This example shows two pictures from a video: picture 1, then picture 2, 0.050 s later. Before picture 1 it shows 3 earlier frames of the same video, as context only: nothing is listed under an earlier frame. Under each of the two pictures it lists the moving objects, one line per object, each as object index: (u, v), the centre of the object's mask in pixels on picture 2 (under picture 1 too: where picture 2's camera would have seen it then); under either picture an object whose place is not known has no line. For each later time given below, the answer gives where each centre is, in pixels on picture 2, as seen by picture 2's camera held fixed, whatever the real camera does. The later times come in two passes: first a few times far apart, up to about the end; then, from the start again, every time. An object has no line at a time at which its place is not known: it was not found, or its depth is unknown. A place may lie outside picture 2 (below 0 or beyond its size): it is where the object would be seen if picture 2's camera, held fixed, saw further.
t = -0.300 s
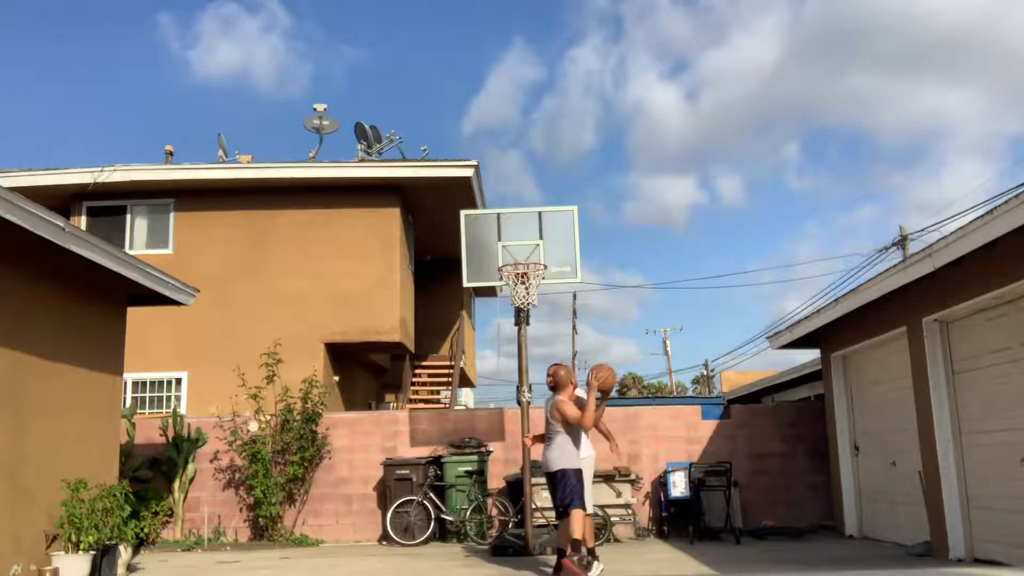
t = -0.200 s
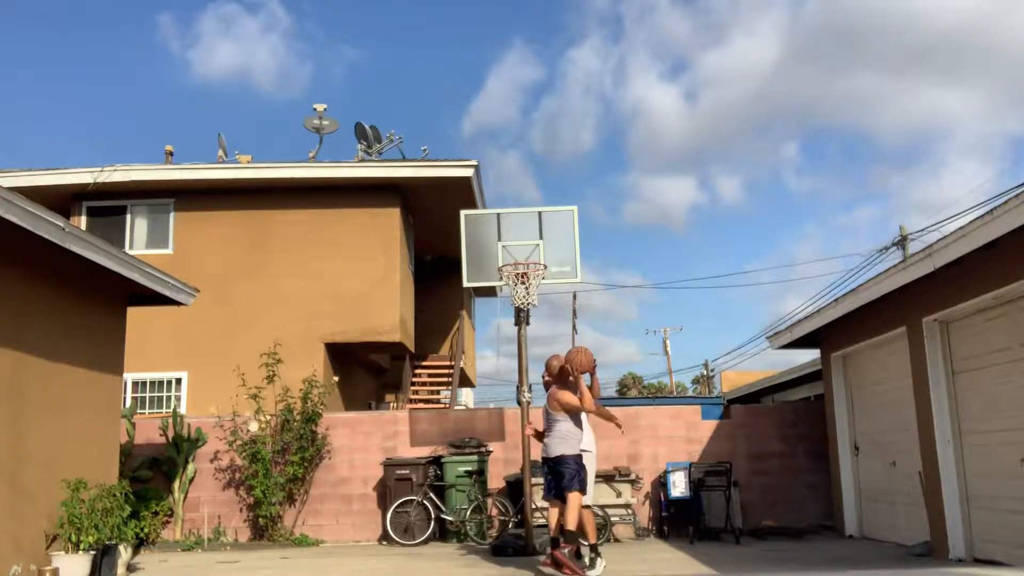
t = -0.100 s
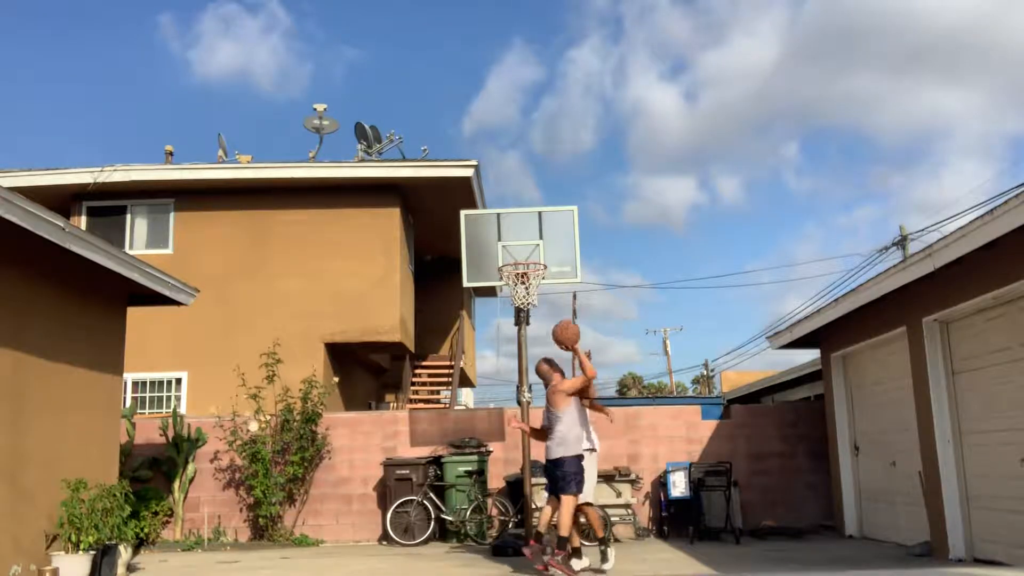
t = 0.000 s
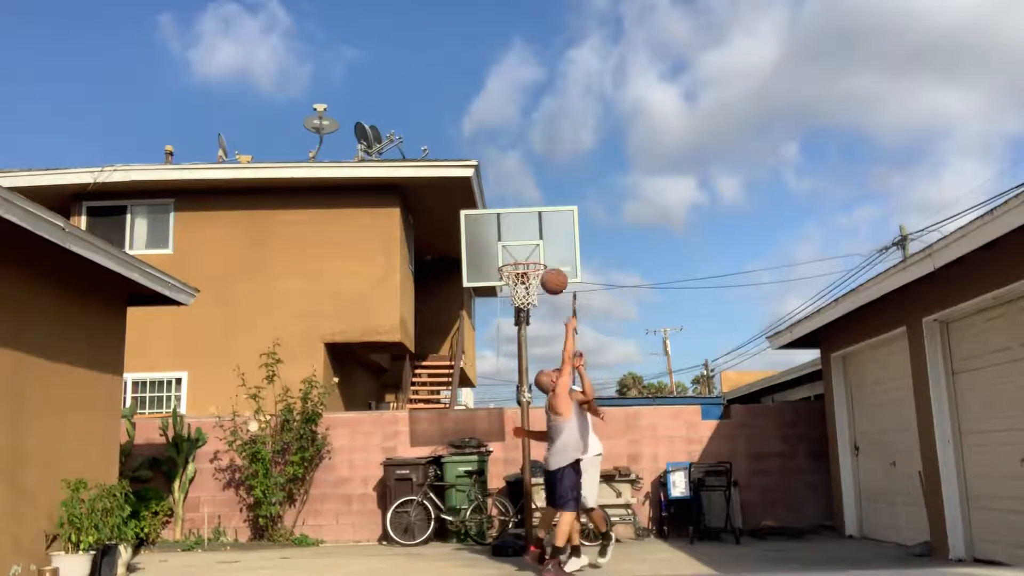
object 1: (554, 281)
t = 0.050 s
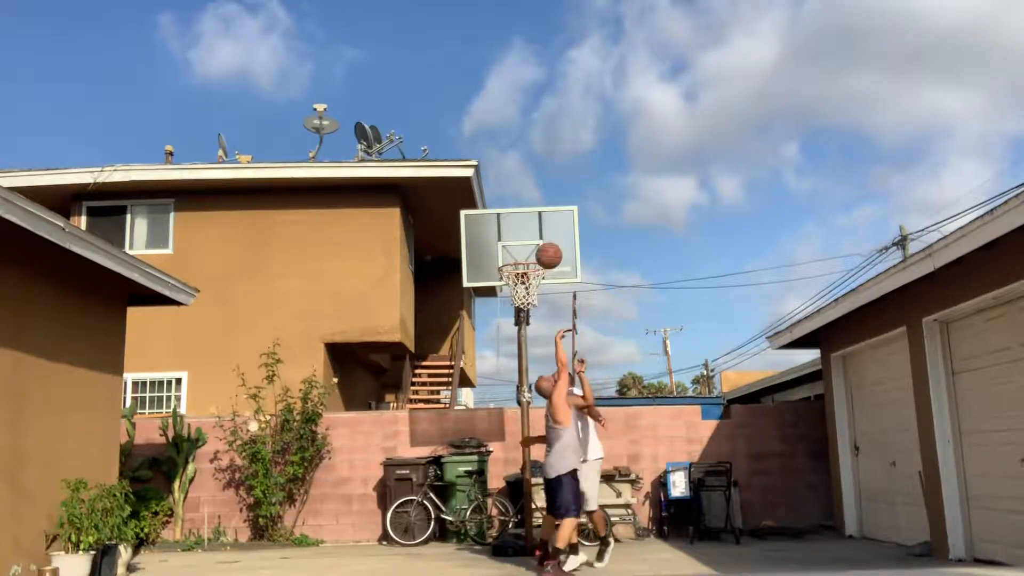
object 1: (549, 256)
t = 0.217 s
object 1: (532, 193)
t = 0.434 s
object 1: (514, 160)
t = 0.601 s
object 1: (501, 166)
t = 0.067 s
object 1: (547, 248)
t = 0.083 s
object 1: (545, 240)
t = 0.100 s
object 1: (544, 234)
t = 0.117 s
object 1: (542, 226)
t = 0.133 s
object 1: (540, 220)
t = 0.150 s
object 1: (539, 214)
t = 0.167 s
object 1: (537, 209)
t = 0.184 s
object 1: (535, 203)
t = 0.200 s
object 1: (534, 198)
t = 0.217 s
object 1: (532, 193)
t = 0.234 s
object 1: (531, 189)
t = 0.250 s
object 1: (529, 185)
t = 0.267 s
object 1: (528, 182)
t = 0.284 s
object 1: (526, 178)
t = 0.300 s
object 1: (525, 175)
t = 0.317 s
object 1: (523, 172)
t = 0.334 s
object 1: (522, 169)
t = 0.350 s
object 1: (521, 167)
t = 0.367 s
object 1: (519, 166)
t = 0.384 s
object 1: (518, 164)
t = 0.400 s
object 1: (516, 163)
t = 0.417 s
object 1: (515, 162)
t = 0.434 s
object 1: (514, 160)
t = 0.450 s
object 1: (513, 160)
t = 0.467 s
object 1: (511, 160)
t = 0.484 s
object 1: (510, 160)
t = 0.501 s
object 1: (509, 160)
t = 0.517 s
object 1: (507, 160)
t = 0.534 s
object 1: (506, 161)
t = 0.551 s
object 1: (505, 161)
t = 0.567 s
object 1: (504, 162)
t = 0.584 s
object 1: (503, 164)
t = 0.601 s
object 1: (501, 166)
